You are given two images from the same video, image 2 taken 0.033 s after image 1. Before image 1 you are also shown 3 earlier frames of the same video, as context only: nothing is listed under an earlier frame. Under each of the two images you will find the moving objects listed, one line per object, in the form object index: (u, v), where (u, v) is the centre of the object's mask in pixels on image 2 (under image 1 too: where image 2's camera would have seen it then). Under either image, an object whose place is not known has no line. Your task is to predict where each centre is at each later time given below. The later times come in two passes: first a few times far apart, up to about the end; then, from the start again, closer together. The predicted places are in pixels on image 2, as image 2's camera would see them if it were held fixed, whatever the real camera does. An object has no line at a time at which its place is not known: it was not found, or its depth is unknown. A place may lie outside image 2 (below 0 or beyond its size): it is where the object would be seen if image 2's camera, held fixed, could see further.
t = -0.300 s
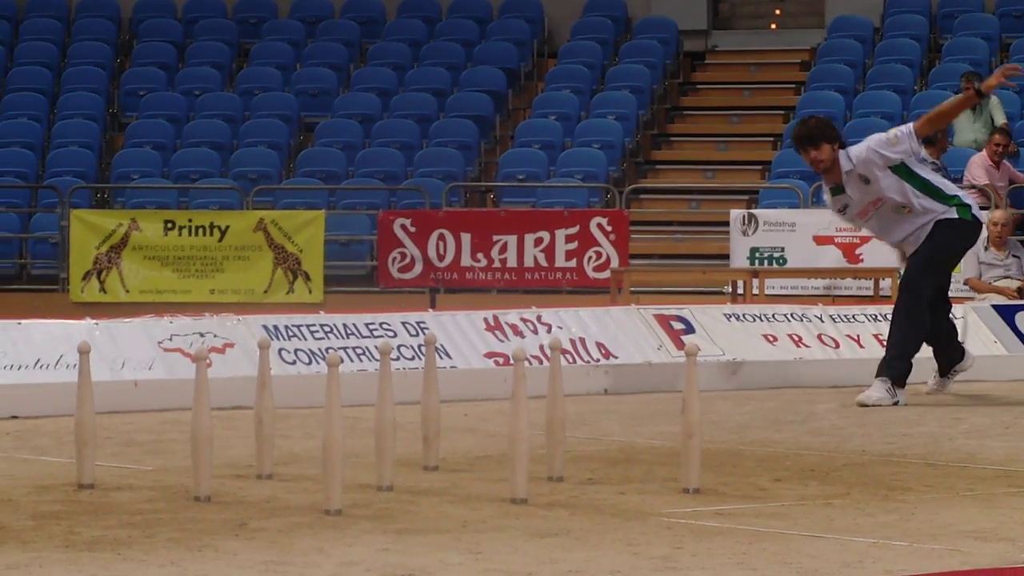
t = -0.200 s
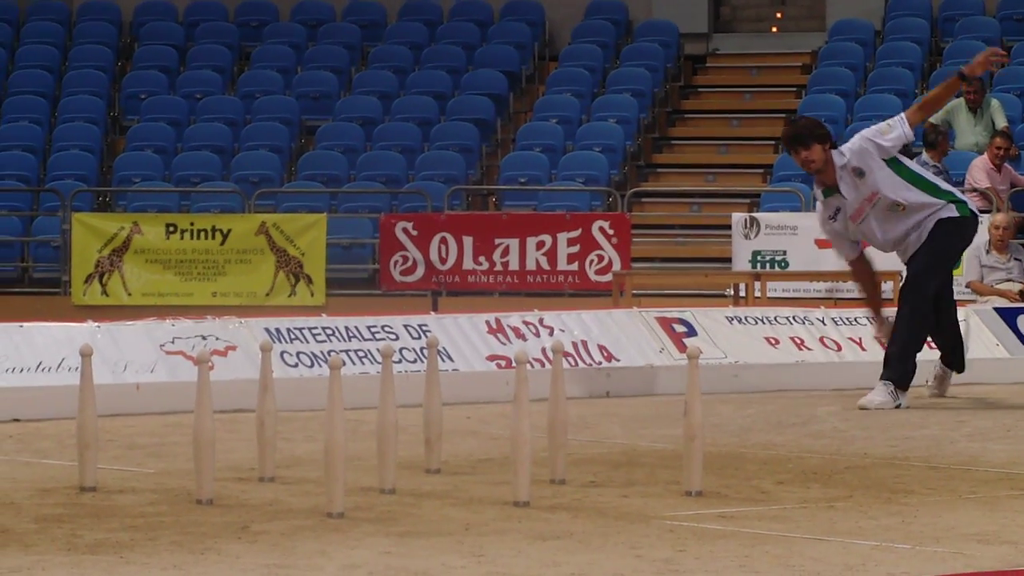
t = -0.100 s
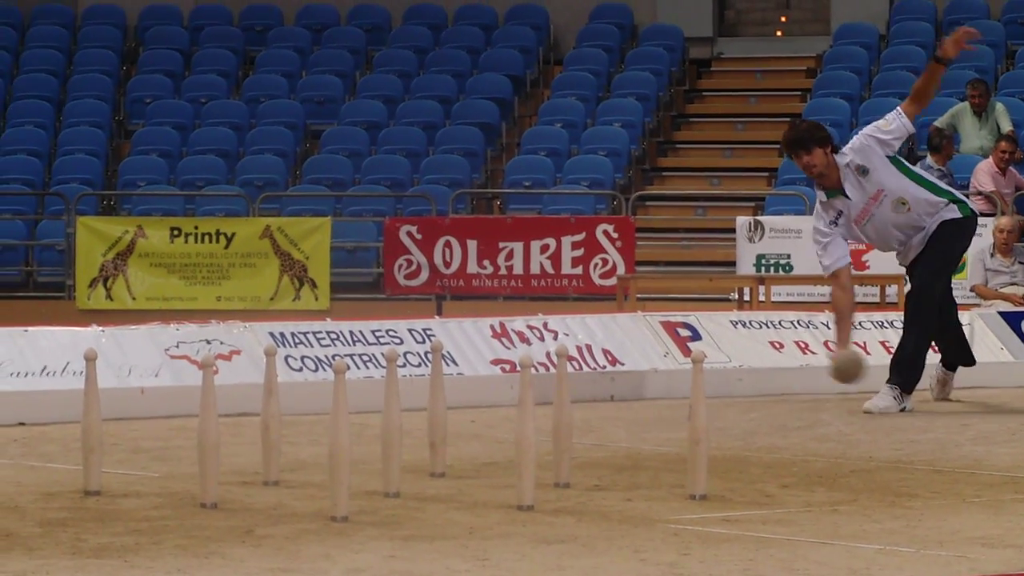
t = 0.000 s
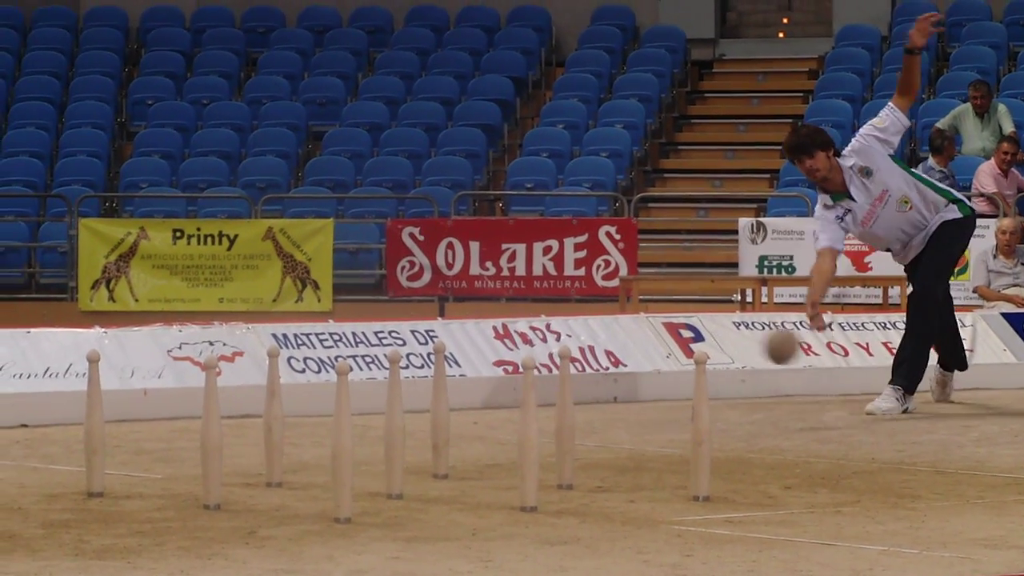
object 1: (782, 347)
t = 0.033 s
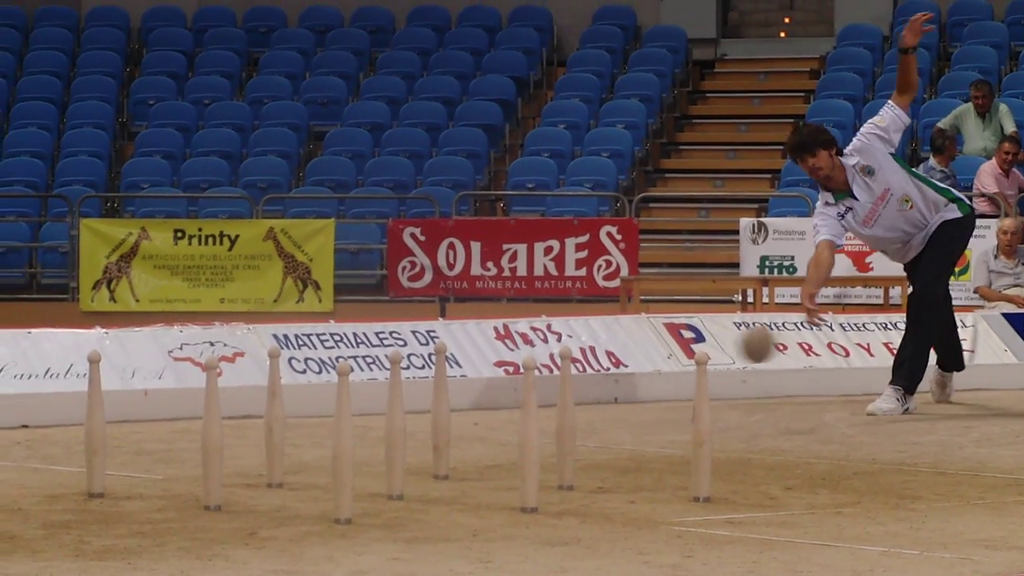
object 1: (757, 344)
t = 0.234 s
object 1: (588, 397)
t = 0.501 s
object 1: (438, 404)
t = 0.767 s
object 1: (417, 472)
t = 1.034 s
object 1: (436, 516)
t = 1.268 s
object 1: (458, 543)
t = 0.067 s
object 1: (731, 344)
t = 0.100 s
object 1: (706, 344)
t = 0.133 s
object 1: (677, 354)
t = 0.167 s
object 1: (648, 362)
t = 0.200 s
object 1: (617, 377)
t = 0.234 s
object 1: (588, 397)
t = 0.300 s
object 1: (507, 441)
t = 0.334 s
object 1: (490, 447)
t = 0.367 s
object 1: (471, 437)
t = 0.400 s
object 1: (460, 425)
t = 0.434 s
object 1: (453, 414)
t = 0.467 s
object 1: (445, 408)
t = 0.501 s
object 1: (438, 404)
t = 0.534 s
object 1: (430, 404)
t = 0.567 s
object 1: (424, 407)
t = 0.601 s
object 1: (420, 409)
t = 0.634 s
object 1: (419, 414)
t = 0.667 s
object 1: (419, 422)
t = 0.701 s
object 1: (418, 434)
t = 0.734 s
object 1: (417, 451)
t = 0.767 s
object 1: (417, 472)
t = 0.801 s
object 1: (417, 492)
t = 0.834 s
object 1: (420, 489)
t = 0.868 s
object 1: (422, 489)
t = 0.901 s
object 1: (425, 493)
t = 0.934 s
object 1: (428, 499)
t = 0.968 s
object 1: (431, 511)
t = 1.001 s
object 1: (434, 514)
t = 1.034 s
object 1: (436, 516)
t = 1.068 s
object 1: (439, 522)
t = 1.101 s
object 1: (441, 524)
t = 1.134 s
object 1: (445, 529)
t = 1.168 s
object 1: (447, 532)
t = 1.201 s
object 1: (451, 535)
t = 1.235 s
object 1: (454, 541)
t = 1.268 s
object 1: (458, 543)
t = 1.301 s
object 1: (459, 546)
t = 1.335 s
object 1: (463, 549)
